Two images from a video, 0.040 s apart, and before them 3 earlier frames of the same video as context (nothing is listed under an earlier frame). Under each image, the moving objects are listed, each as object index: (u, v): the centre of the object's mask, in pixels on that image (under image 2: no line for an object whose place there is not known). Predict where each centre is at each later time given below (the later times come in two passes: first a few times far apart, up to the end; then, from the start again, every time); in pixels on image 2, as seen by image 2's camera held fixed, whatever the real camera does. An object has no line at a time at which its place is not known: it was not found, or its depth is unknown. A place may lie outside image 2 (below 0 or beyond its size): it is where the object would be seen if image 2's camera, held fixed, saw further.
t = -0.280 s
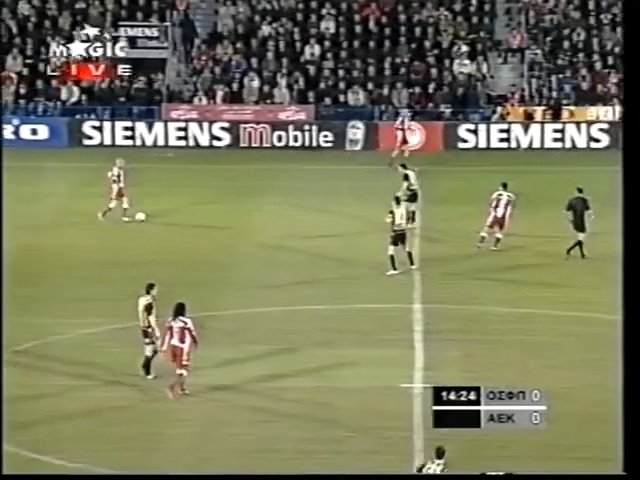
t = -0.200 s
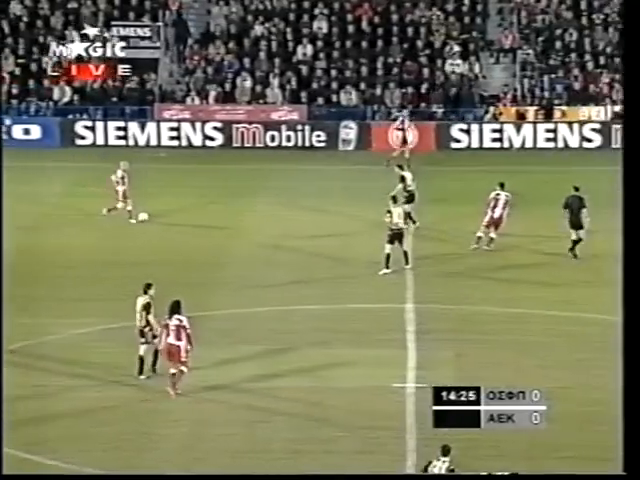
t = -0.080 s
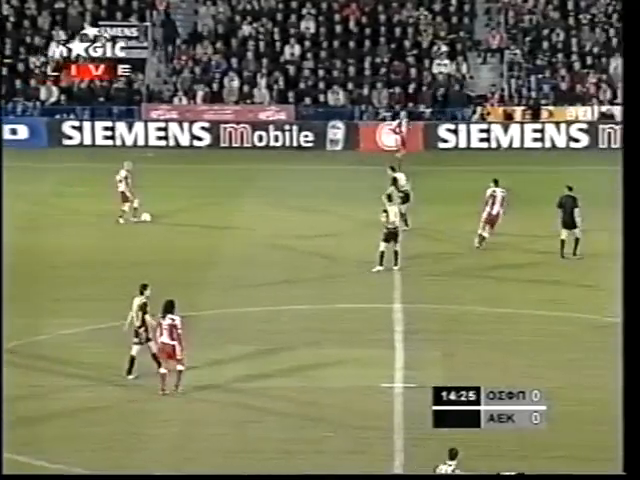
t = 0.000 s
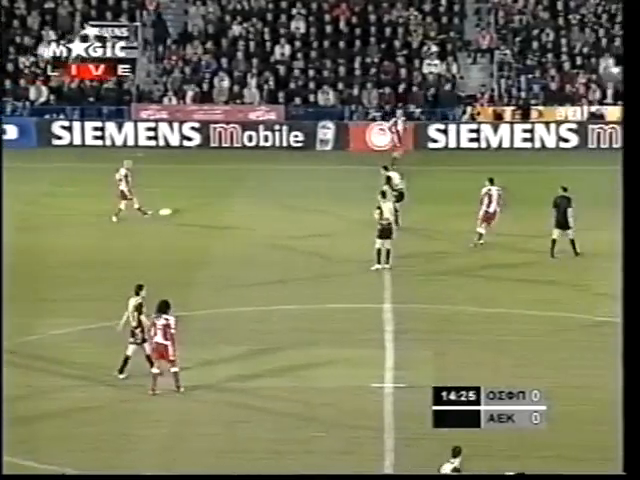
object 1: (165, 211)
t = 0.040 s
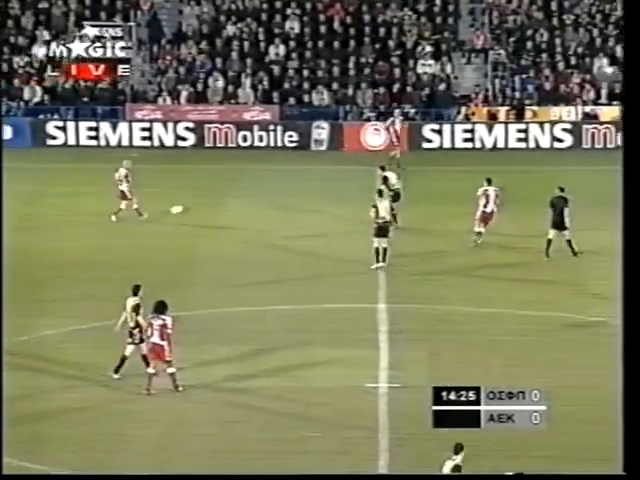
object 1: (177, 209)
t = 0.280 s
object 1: (268, 200)
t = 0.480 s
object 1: (328, 192)
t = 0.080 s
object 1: (193, 207)
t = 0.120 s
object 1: (210, 206)
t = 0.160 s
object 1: (225, 205)
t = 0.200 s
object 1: (240, 204)
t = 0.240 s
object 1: (254, 201)
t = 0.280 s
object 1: (268, 200)
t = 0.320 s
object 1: (281, 198)
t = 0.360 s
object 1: (293, 198)
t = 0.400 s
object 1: (305, 195)
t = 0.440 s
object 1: (317, 193)
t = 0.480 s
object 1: (328, 192)
